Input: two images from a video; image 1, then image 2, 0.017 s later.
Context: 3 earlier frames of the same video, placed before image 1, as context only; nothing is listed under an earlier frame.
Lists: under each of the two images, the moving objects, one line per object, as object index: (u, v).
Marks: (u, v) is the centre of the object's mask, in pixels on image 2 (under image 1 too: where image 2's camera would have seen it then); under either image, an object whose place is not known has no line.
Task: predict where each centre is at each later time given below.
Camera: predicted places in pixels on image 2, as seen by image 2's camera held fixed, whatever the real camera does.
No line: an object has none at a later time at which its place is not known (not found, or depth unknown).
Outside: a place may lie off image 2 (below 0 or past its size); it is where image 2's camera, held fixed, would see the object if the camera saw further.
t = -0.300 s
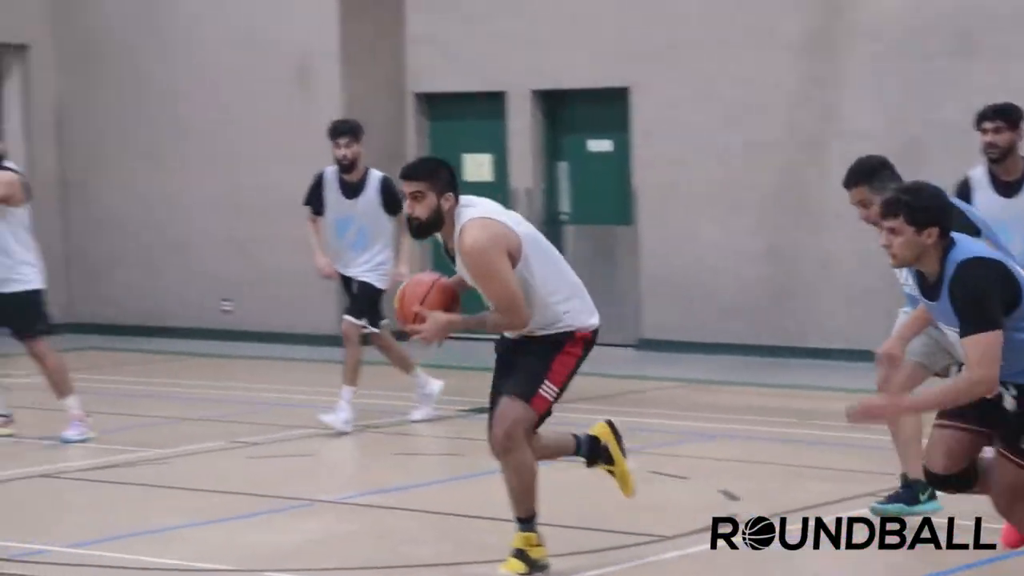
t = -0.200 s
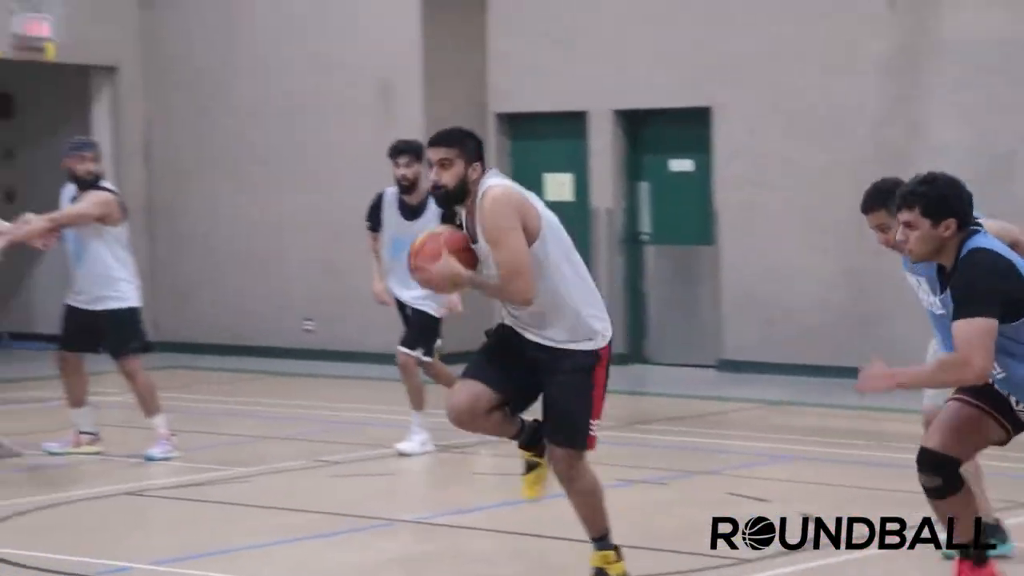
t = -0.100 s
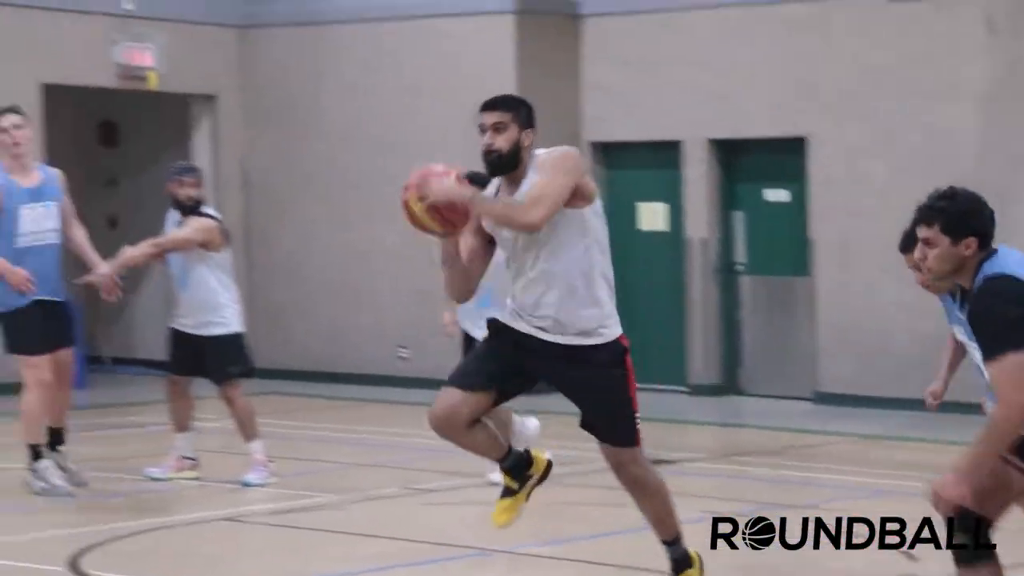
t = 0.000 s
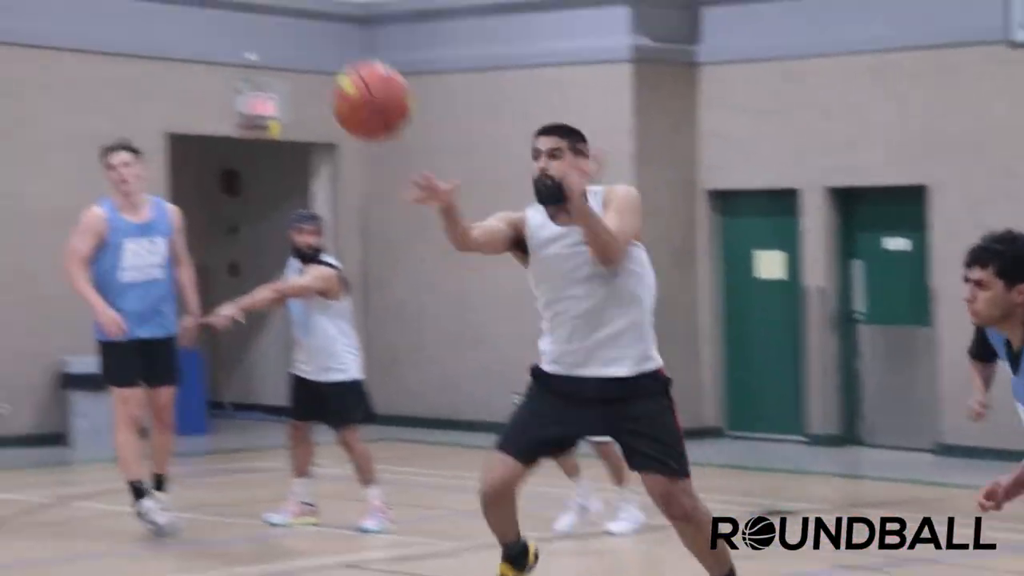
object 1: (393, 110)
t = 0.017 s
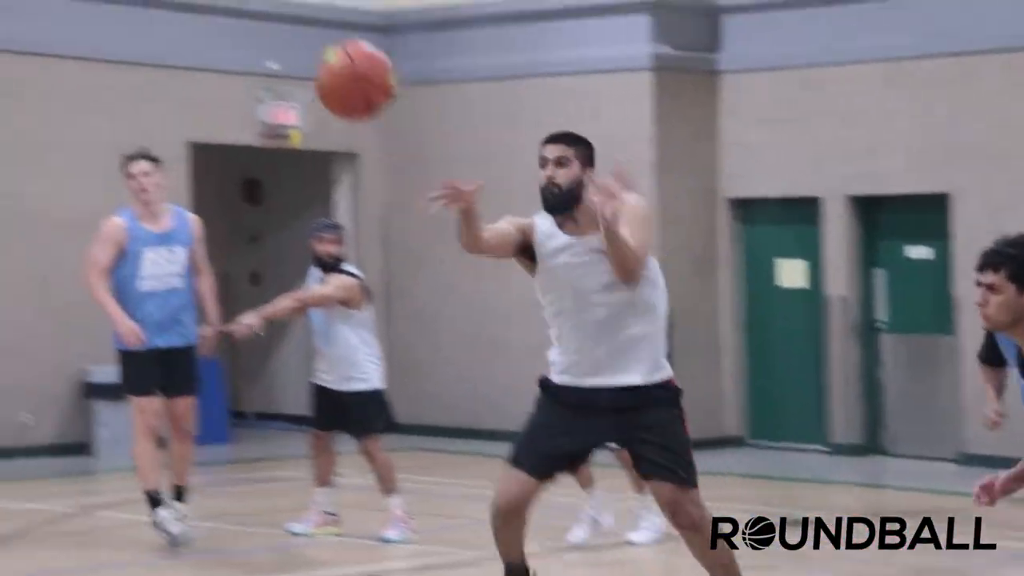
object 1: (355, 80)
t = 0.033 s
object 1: (315, 49)
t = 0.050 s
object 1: (274, 20)
